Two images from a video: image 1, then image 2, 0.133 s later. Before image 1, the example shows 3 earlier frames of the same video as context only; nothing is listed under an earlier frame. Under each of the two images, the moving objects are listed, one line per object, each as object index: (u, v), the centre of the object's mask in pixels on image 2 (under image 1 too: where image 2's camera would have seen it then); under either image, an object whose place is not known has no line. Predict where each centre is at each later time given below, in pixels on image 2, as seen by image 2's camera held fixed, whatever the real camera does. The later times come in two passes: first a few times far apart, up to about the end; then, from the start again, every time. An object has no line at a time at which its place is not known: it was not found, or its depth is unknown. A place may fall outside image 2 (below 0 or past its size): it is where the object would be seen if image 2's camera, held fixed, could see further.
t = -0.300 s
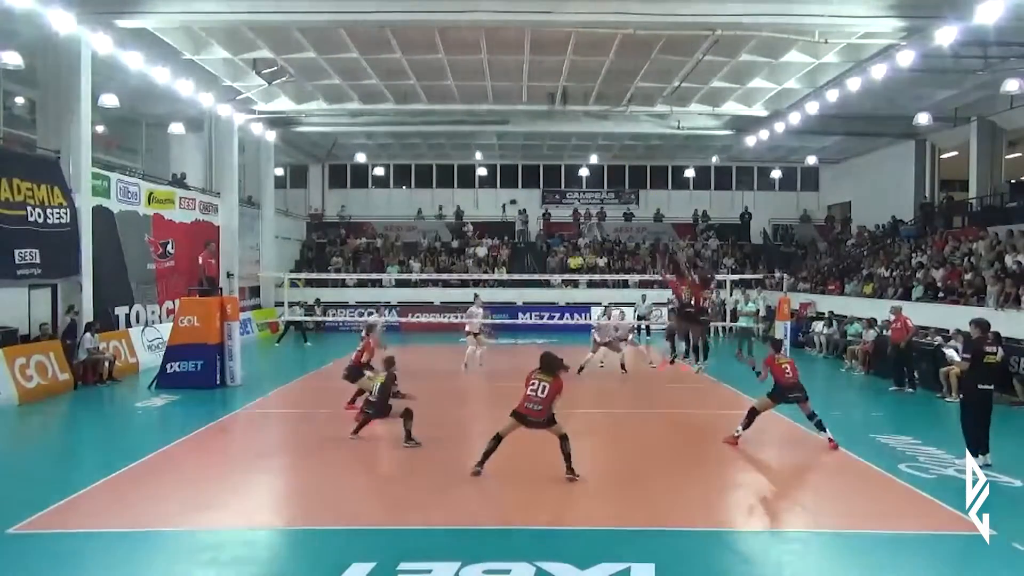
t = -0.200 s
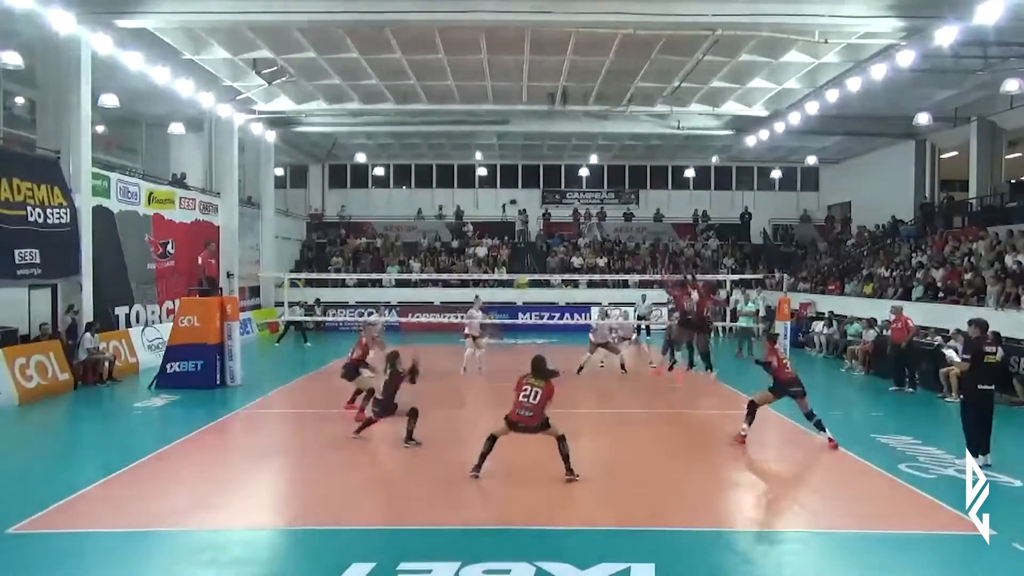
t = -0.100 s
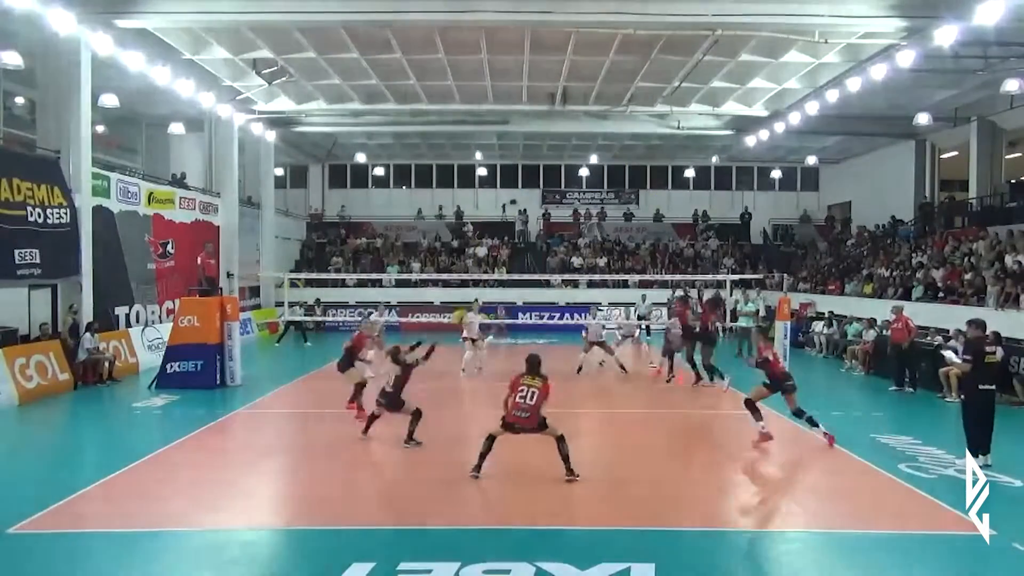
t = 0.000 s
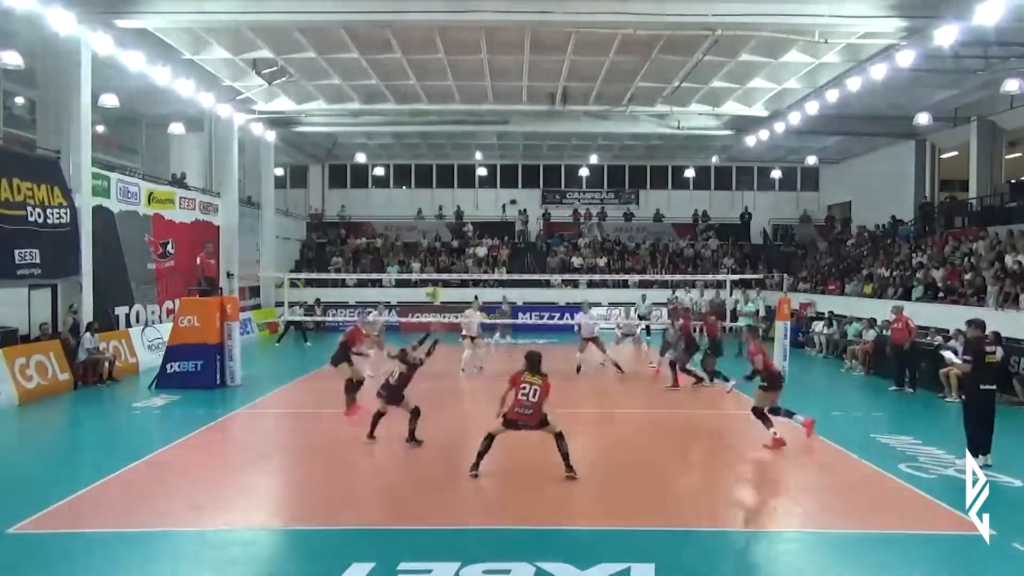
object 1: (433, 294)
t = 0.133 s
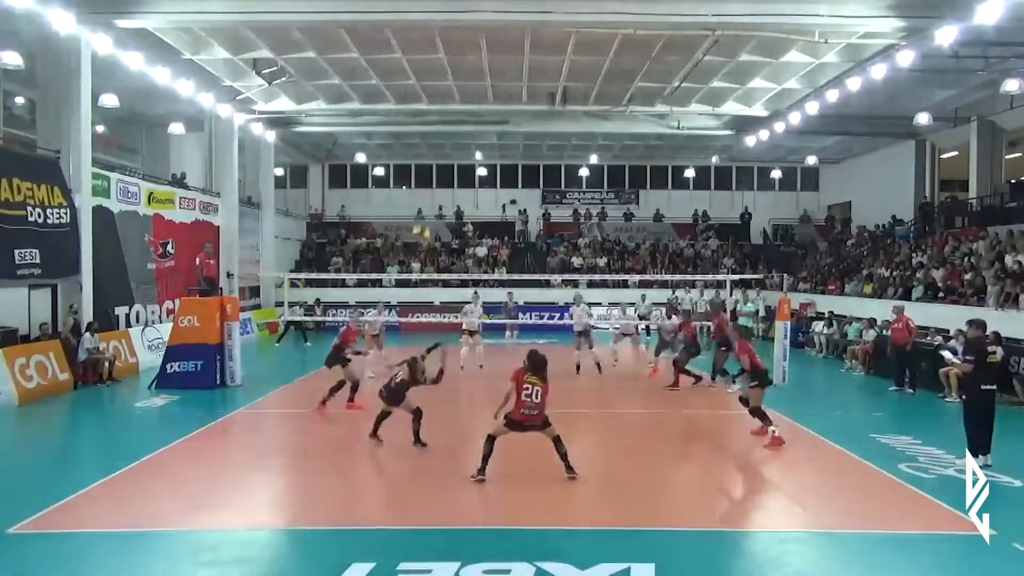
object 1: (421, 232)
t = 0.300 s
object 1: (404, 175)
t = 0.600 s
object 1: (370, 120)
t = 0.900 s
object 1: (333, 141)
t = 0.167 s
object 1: (418, 219)
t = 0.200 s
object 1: (416, 208)
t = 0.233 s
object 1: (412, 196)
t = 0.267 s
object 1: (408, 183)
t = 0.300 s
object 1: (404, 175)
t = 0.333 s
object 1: (401, 166)
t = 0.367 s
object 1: (398, 157)
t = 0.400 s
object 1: (393, 147)
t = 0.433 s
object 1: (390, 146)
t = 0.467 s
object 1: (386, 135)
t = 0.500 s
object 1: (384, 131)
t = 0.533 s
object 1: (378, 125)
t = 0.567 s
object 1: (375, 123)
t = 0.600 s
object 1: (370, 120)
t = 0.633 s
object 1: (367, 119)
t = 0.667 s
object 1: (363, 117)
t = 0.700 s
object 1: (360, 118)
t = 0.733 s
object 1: (355, 118)
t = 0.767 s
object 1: (352, 121)
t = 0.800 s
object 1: (347, 124)
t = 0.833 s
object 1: (341, 129)
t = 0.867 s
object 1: (338, 133)
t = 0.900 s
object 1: (333, 141)
